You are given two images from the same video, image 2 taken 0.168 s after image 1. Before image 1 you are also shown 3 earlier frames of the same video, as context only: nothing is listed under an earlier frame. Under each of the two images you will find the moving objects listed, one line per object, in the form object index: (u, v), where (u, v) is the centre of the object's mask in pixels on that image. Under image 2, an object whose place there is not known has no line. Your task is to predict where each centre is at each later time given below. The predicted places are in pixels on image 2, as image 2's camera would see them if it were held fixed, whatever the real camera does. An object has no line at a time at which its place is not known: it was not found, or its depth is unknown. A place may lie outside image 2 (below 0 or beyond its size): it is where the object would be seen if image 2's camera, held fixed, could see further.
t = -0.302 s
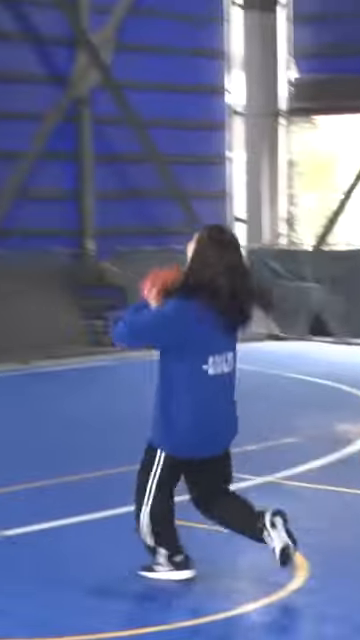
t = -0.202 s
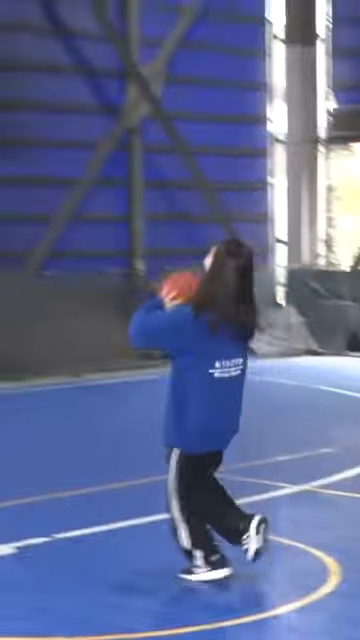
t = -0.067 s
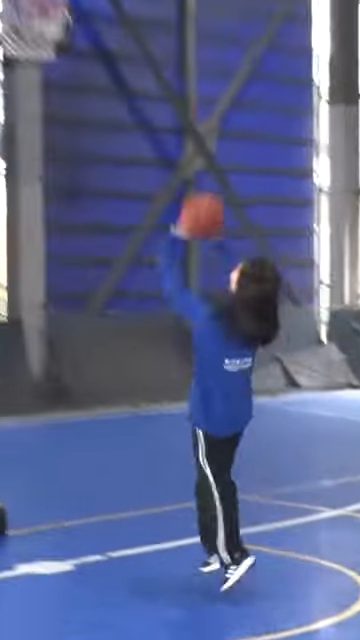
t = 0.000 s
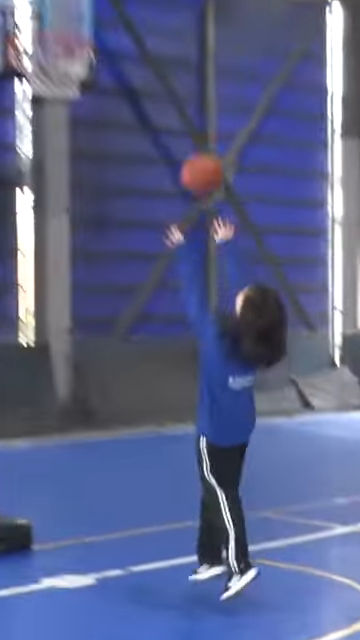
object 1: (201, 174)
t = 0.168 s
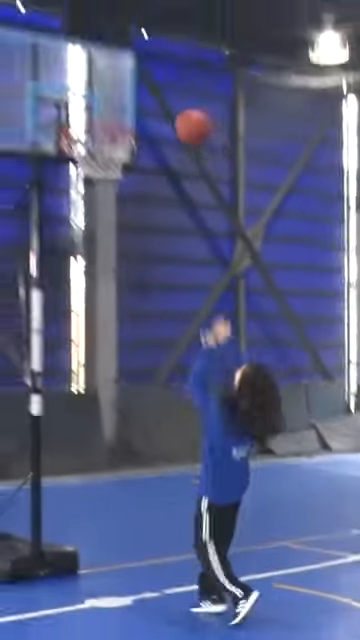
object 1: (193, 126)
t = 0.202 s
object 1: (185, 107)
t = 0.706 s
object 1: (100, 73)
